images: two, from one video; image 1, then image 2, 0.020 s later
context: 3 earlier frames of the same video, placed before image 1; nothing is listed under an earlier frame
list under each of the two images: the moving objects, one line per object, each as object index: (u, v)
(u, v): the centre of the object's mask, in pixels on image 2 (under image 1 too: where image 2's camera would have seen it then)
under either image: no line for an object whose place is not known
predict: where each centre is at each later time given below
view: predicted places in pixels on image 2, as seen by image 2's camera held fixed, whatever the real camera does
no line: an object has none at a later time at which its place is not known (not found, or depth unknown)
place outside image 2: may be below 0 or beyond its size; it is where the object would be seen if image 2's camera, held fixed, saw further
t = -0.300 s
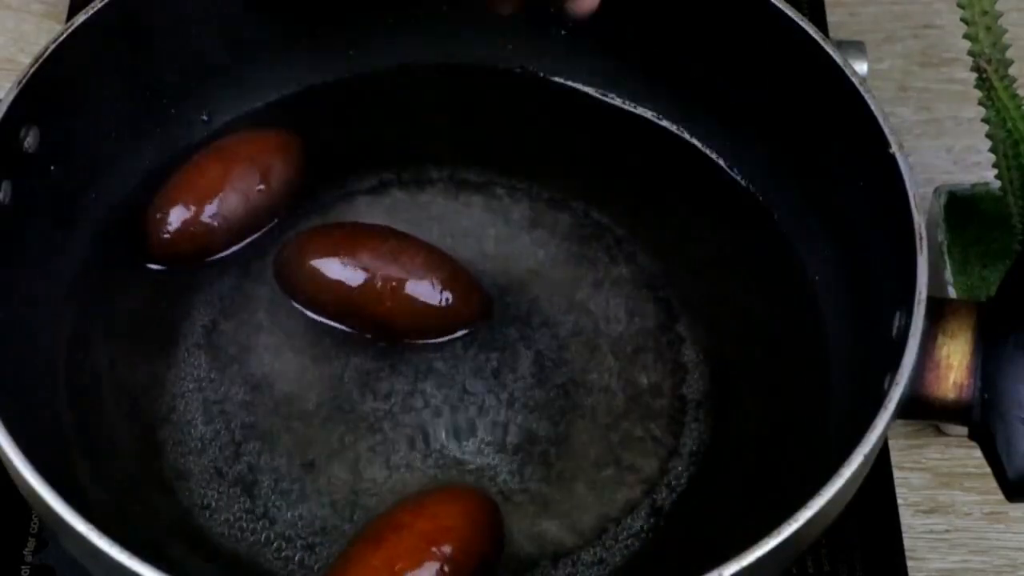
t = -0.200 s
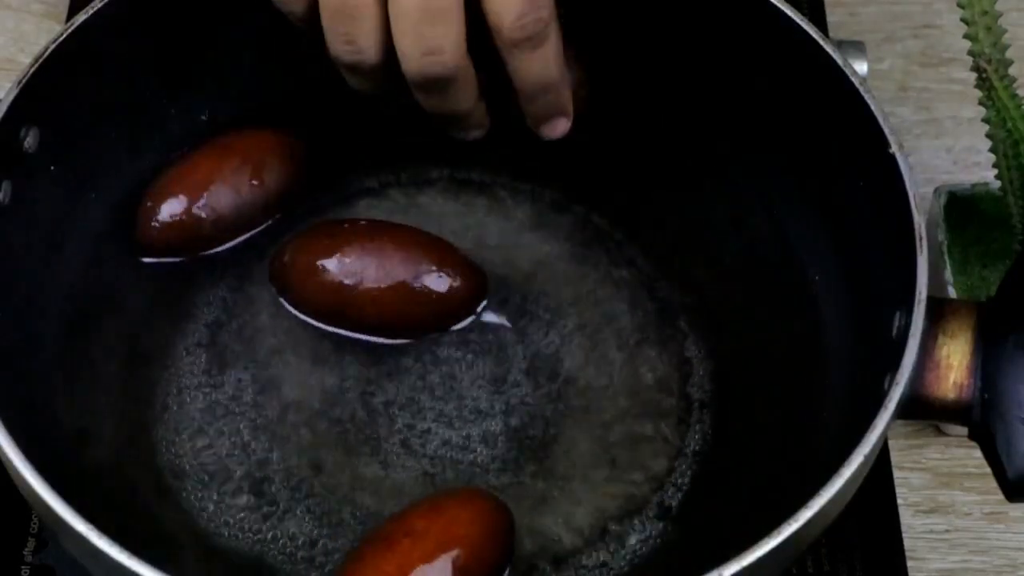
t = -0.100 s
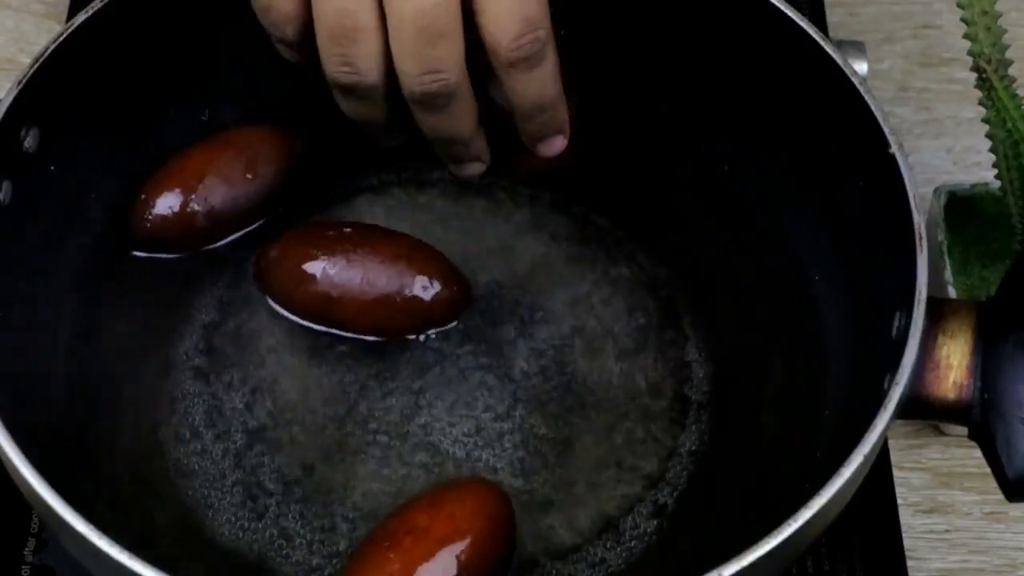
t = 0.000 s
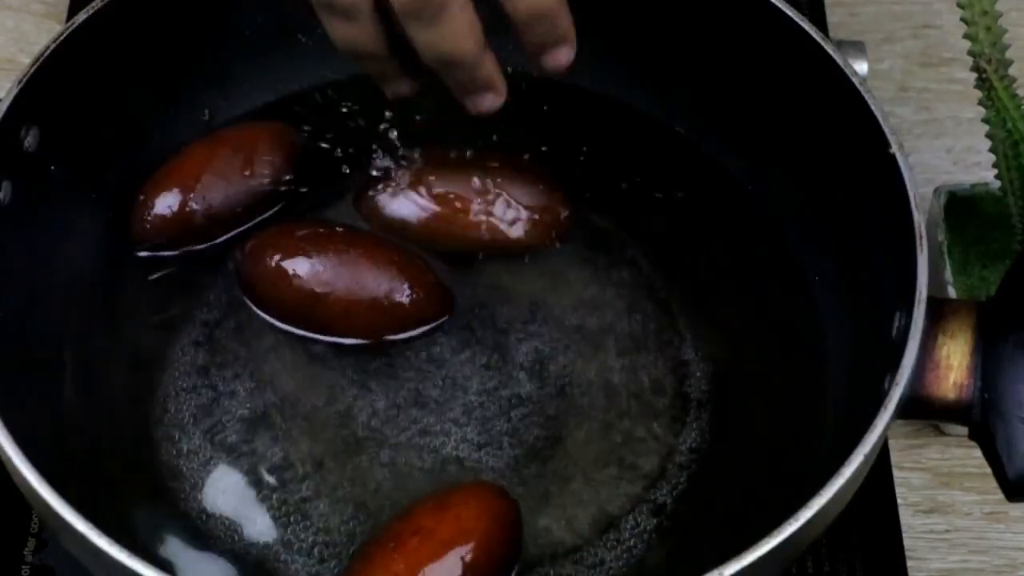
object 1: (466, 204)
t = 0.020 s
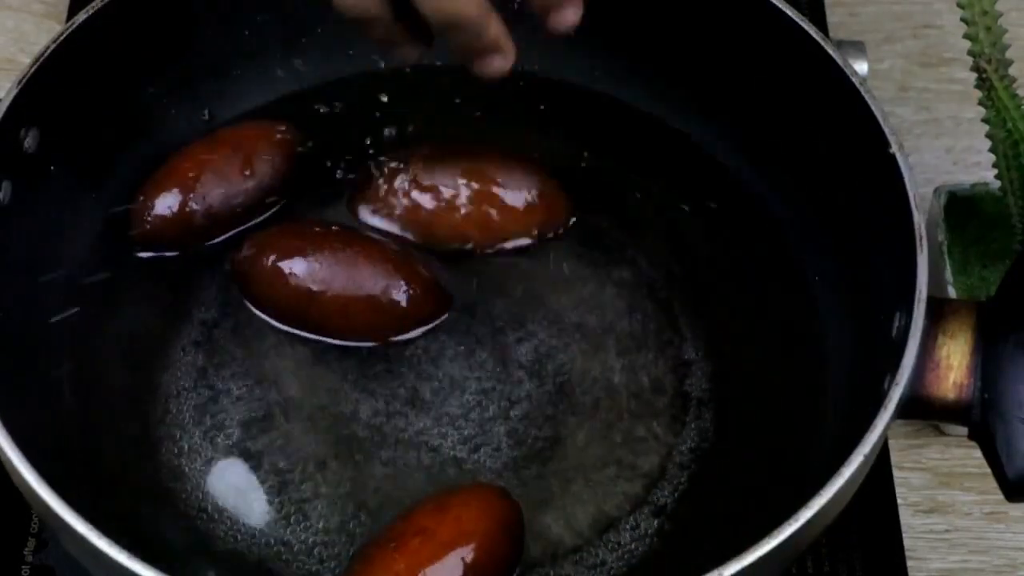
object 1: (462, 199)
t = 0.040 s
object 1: (459, 195)
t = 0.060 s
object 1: (452, 184)
